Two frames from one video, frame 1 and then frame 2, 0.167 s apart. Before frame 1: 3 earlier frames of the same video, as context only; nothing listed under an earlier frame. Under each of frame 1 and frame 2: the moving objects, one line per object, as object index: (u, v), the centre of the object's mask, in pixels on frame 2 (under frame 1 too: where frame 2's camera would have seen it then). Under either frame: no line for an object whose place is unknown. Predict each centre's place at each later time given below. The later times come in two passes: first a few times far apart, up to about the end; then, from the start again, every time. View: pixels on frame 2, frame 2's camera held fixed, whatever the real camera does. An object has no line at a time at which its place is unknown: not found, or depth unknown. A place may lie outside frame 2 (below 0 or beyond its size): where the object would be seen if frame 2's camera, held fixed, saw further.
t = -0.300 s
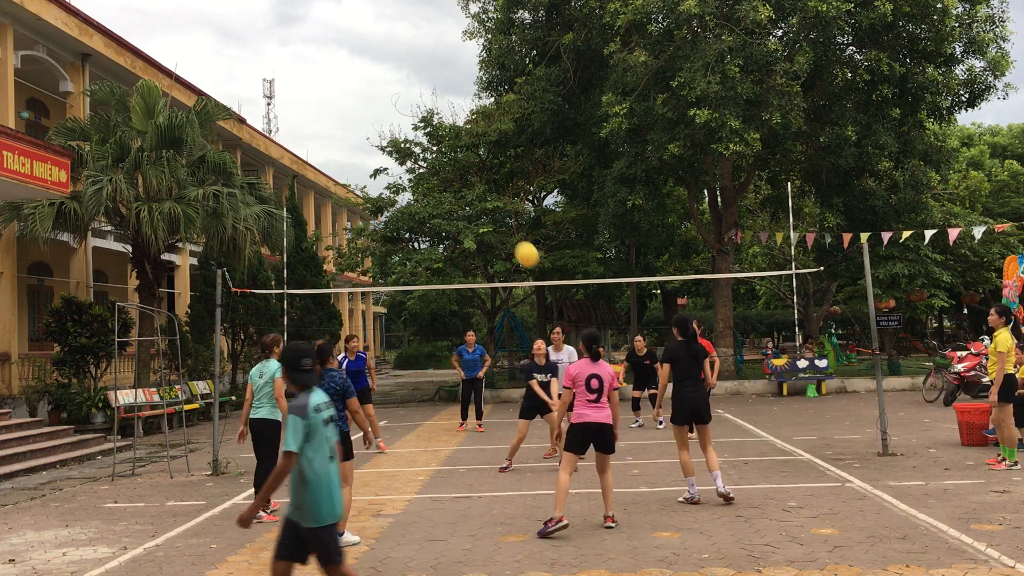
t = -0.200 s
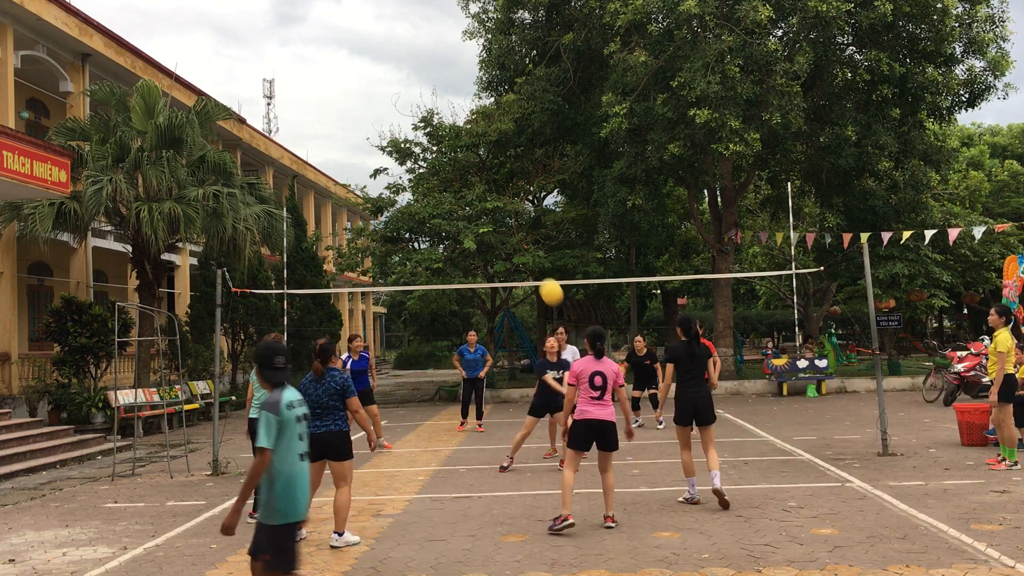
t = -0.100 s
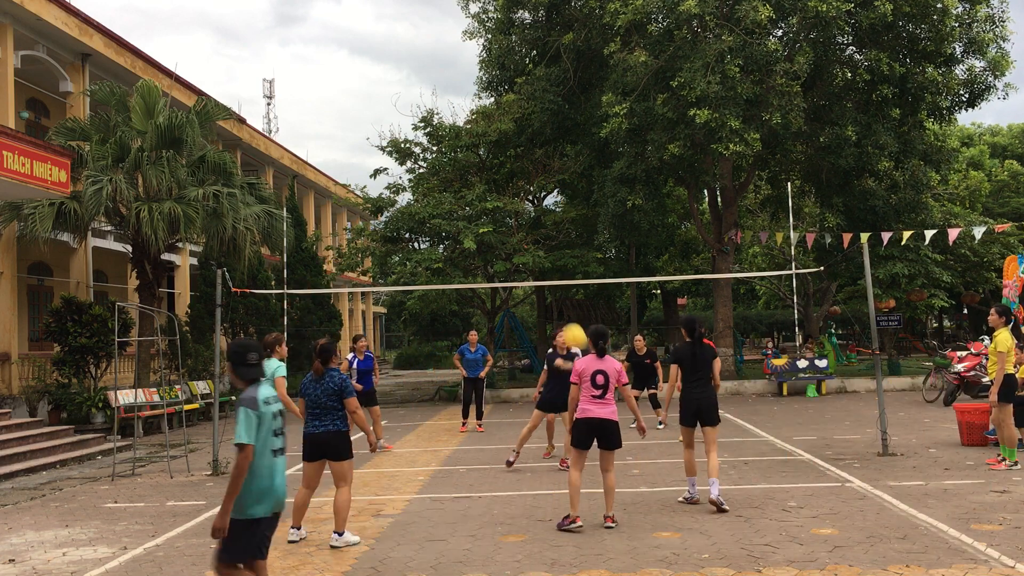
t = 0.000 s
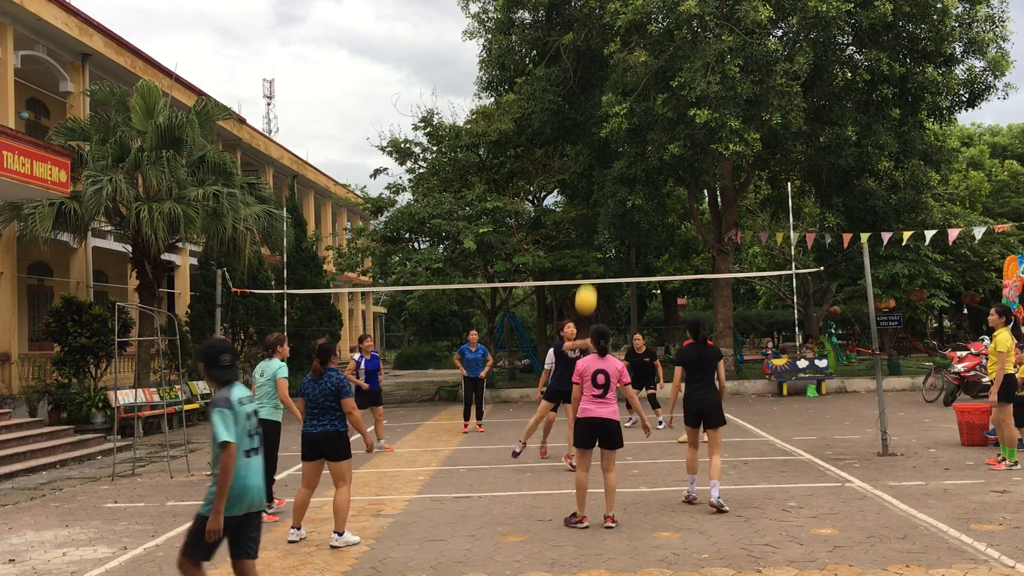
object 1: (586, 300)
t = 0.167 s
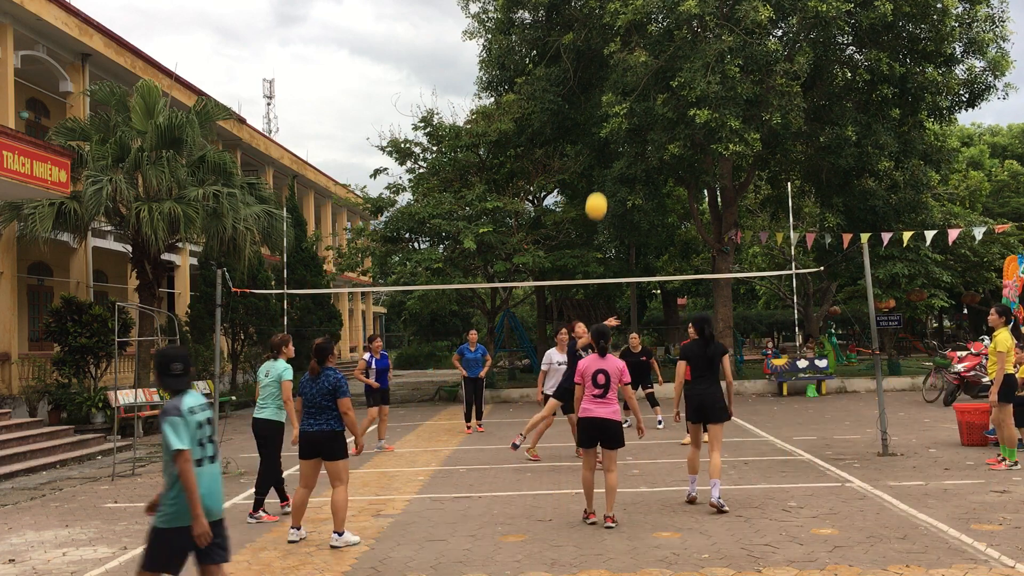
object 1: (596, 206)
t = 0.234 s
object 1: (600, 177)
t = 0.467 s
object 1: (611, 109)
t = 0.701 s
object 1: (624, 91)
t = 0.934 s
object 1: (639, 121)
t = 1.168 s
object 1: (655, 201)
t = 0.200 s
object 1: (598, 191)
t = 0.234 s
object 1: (600, 177)
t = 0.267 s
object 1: (601, 164)
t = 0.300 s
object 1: (603, 152)
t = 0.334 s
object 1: (604, 141)
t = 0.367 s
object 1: (606, 132)
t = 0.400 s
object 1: (608, 123)
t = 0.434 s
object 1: (609, 115)
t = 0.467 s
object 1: (611, 109)
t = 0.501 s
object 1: (613, 103)
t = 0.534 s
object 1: (614, 99)
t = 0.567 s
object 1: (616, 95)
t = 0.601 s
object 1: (618, 92)
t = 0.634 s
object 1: (620, 91)
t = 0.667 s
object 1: (622, 90)
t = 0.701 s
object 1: (624, 91)
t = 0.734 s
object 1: (626, 92)
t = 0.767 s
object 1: (628, 94)
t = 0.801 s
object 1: (630, 98)
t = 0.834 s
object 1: (632, 102)
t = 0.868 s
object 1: (635, 107)
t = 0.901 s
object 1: (637, 114)
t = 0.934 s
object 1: (639, 121)
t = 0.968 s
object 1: (641, 130)
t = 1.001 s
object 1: (644, 139)
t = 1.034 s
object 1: (646, 150)
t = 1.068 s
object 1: (648, 161)
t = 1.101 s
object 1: (650, 174)
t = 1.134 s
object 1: (653, 187)
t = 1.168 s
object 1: (655, 201)
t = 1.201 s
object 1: (657, 216)
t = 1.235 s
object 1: (659, 233)
